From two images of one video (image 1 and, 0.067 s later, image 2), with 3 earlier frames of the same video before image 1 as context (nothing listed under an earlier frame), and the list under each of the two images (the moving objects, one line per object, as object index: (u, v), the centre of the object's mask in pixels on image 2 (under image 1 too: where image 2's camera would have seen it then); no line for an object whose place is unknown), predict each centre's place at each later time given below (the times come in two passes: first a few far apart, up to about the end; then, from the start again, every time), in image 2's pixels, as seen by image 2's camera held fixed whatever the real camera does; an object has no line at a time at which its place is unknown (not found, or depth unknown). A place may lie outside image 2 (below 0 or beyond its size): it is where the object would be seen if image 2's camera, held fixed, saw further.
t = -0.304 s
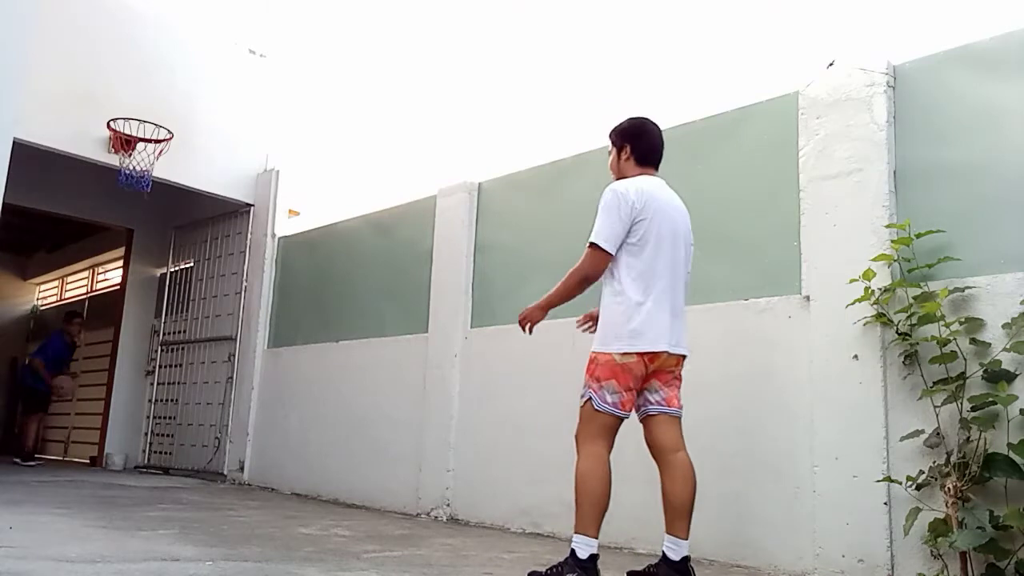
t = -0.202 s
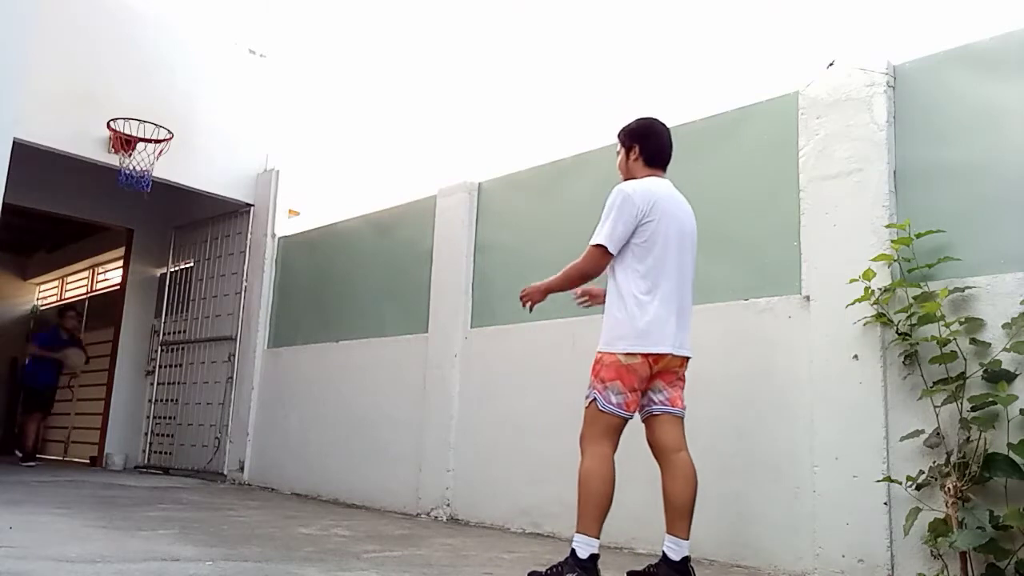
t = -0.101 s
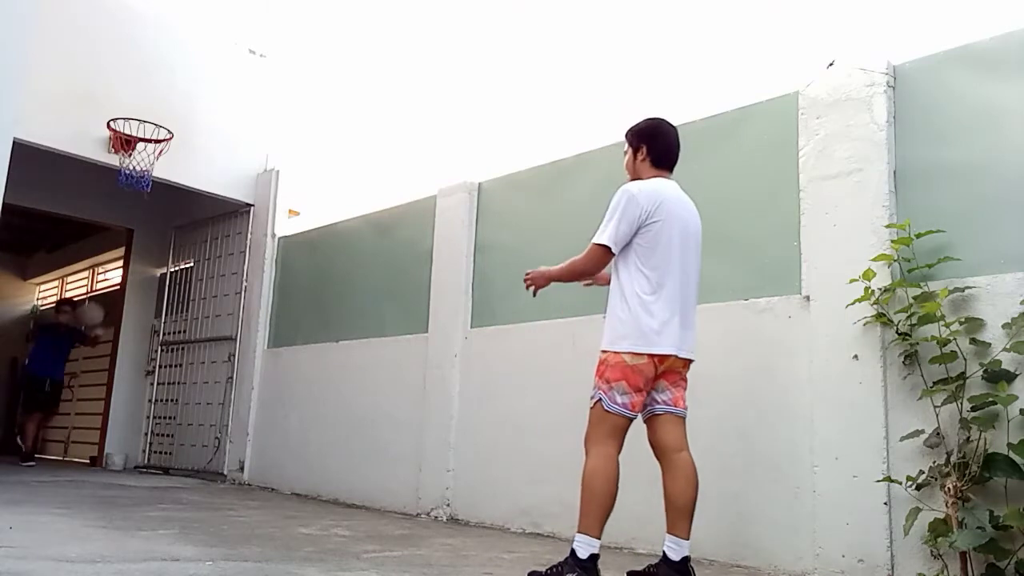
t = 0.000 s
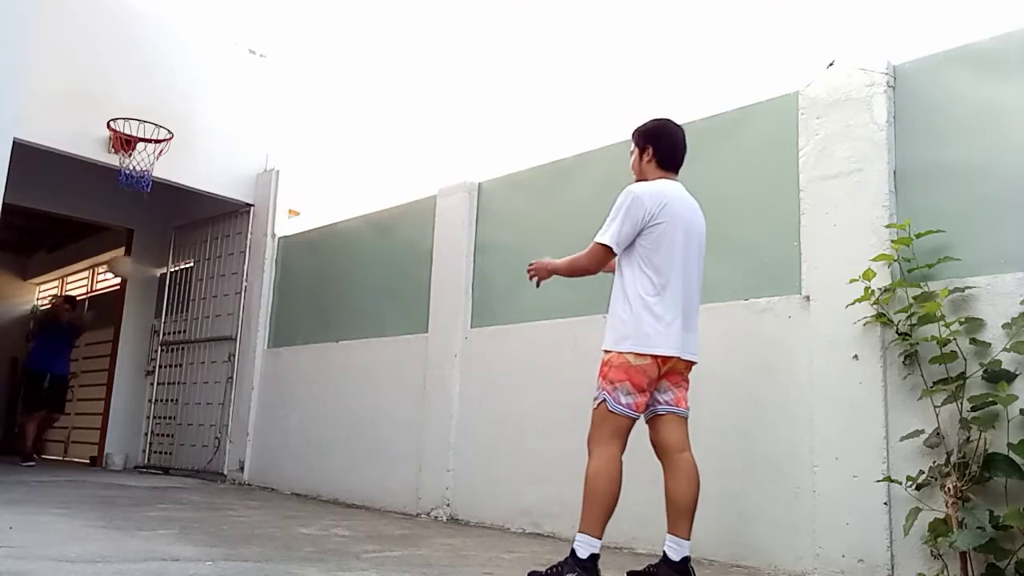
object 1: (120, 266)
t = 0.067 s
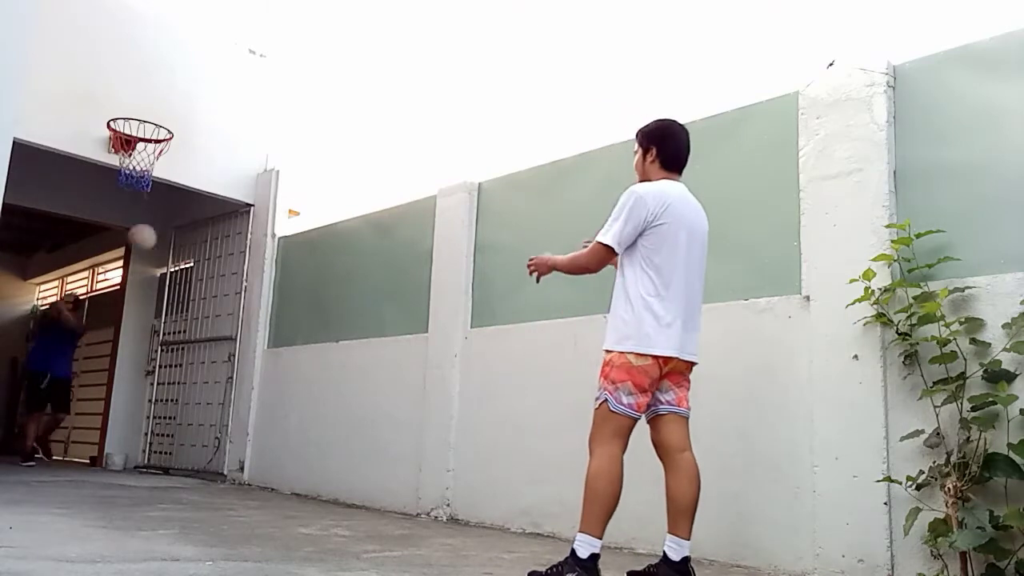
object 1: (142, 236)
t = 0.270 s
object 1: (210, 163)
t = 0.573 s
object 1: (345, 101)
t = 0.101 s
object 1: (153, 223)
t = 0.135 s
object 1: (164, 209)
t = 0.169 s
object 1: (175, 197)
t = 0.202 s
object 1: (185, 186)
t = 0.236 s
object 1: (198, 174)
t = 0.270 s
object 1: (210, 163)
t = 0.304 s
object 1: (222, 152)
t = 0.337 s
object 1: (236, 142)
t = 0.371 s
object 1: (249, 134)
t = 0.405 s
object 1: (263, 126)
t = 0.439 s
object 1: (278, 119)
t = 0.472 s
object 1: (293, 113)
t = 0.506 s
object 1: (310, 107)
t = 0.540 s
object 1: (327, 103)
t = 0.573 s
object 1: (345, 101)
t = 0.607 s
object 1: (364, 100)
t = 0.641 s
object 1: (385, 101)
